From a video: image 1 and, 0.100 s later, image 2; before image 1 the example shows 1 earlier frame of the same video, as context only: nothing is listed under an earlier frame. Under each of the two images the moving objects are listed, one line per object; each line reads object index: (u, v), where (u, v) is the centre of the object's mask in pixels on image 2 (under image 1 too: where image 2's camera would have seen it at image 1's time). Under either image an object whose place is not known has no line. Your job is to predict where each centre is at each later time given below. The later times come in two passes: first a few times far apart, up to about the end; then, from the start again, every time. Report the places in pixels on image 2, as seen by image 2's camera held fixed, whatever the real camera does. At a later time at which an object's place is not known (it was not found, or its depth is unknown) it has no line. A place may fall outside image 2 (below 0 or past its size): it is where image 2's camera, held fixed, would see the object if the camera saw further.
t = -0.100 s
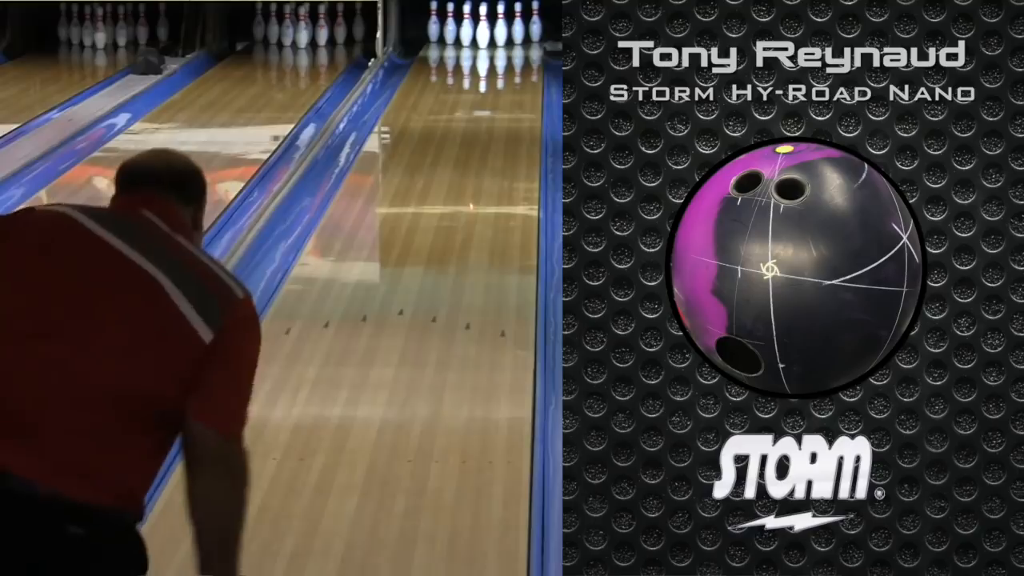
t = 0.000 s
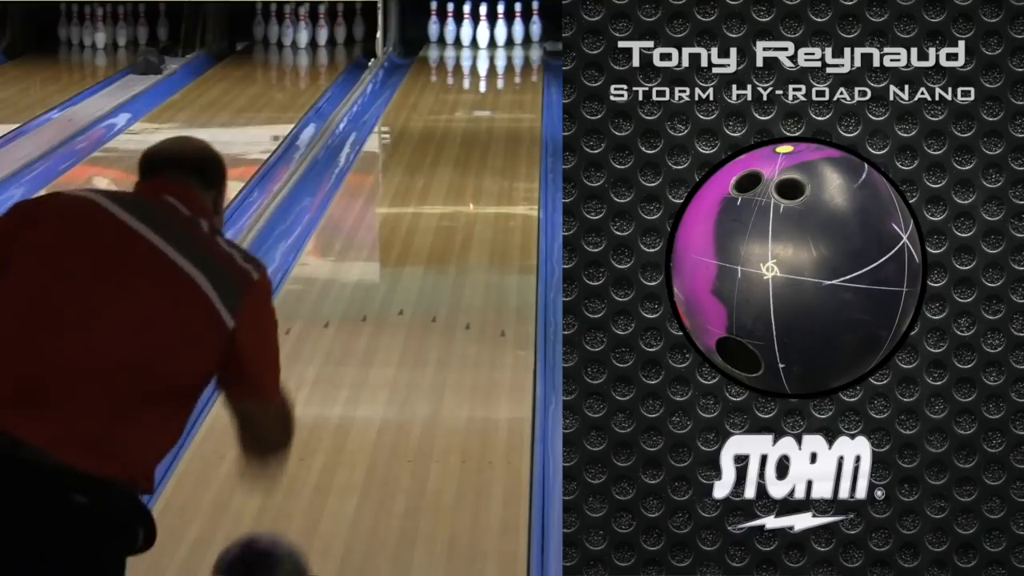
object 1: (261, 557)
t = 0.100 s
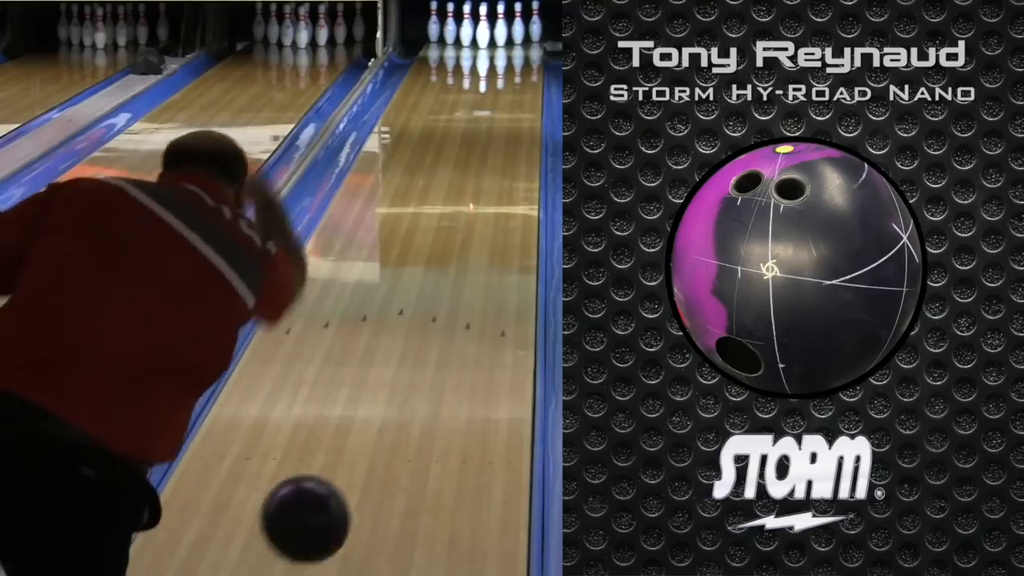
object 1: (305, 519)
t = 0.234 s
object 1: (351, 476)
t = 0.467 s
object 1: (407, 364)
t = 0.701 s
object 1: (445, 282)
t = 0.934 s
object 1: (471, 221)
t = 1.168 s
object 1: (490, 175)
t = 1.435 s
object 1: (506, 134)
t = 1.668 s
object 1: (515, 106)
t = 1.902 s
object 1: (518, 84)
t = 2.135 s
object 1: (515, 67)
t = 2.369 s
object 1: (505, 52)
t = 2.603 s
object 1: (493, 40)
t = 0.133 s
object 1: (318, 509)
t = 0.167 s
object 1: (330, 504)
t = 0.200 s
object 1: (341, 503)
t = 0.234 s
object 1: (351, 476)
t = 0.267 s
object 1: (361, 450)
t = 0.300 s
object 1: (369, 429)
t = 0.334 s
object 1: (378, 412)
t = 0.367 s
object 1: (386, 400)
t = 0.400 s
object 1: (393, 392)
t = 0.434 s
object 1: (400, 379)
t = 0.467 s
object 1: (407, 364)
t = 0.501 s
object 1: (413, 351)
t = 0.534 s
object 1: (419, 337)
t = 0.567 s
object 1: (425, 325)
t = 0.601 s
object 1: (430, 313)
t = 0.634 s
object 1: (435, 302)
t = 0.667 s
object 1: (440, 292)
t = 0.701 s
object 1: (445, 282)
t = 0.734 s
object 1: (449, 272)
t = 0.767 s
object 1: (453, 262)
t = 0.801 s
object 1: (457, 253)
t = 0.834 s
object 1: (461, 244)
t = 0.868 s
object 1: (464, 236)
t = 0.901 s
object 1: (468, 229)
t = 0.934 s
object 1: (471, 221)
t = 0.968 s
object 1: (474, 213)
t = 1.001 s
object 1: (477, 206)
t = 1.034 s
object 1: (480, 200)
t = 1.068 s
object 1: (483, 193)
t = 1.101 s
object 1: (486, 187)
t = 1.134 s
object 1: (488, 181)
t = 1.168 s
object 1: (490, 175)
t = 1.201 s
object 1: (493, 169)
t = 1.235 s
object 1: (494, 164)
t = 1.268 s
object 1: (497, 158)
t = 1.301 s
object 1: (499, 153)
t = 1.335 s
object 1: (501, 149)
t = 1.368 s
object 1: (503, 144)
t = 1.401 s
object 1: (505, 139)
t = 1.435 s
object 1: (506, 134)
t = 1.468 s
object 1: (507, 130)
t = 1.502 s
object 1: (509, 126)
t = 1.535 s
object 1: (510, 121)
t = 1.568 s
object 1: (511, 118)
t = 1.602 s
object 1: (513, 113)
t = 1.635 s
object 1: (514, 110)
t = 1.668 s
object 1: (515, 106)
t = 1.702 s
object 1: (515, 102)
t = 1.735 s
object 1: (516, 99)
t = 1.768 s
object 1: (517, 96)
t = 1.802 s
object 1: (517, 93)
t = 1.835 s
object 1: (517, 90)
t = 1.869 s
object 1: (517, 87)
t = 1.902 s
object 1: (518, 84)
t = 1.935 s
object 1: (517, 81)
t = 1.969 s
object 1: (517, 78)
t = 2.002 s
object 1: (517, 76)
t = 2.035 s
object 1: (517, 73)
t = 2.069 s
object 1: (516, 71)
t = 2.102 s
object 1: (516, 69)
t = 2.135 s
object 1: (515, 67)
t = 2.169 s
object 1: (514, 64)
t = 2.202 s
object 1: (512, 62)
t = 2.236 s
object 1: (512, 60)
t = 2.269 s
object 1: (510, 58)
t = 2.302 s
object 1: (508, 56)
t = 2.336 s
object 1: (507, 54)
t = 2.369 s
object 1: (505, 52)
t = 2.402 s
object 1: (504, 50)
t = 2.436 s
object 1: (502, 49)
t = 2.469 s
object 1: (501, 47)
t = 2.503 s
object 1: (499, 45)
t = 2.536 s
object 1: (497, 44)
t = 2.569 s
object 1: (495, 42)
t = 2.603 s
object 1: (493, 40)
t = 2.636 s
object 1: (492, 39)
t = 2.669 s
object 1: (490, 38)
